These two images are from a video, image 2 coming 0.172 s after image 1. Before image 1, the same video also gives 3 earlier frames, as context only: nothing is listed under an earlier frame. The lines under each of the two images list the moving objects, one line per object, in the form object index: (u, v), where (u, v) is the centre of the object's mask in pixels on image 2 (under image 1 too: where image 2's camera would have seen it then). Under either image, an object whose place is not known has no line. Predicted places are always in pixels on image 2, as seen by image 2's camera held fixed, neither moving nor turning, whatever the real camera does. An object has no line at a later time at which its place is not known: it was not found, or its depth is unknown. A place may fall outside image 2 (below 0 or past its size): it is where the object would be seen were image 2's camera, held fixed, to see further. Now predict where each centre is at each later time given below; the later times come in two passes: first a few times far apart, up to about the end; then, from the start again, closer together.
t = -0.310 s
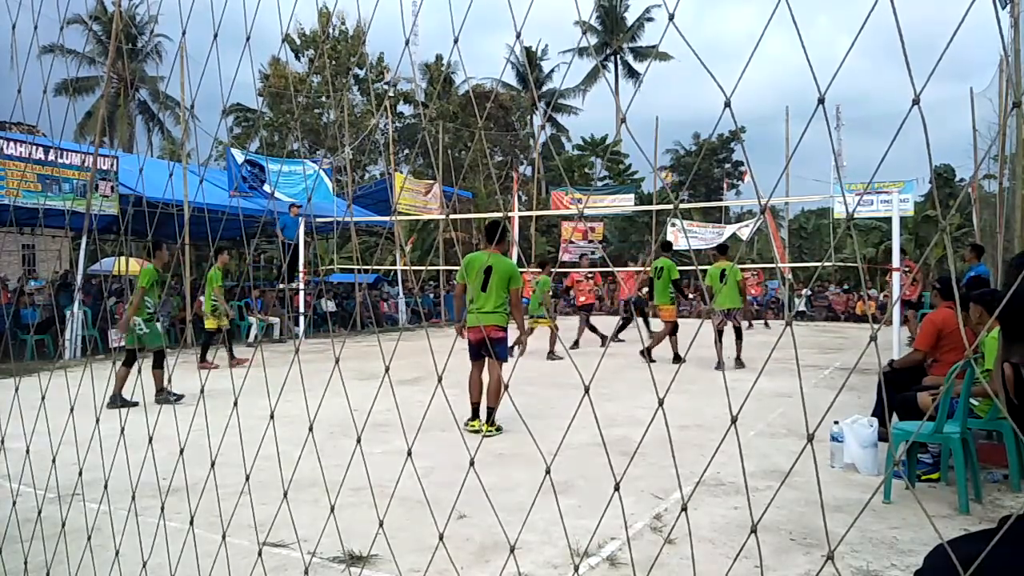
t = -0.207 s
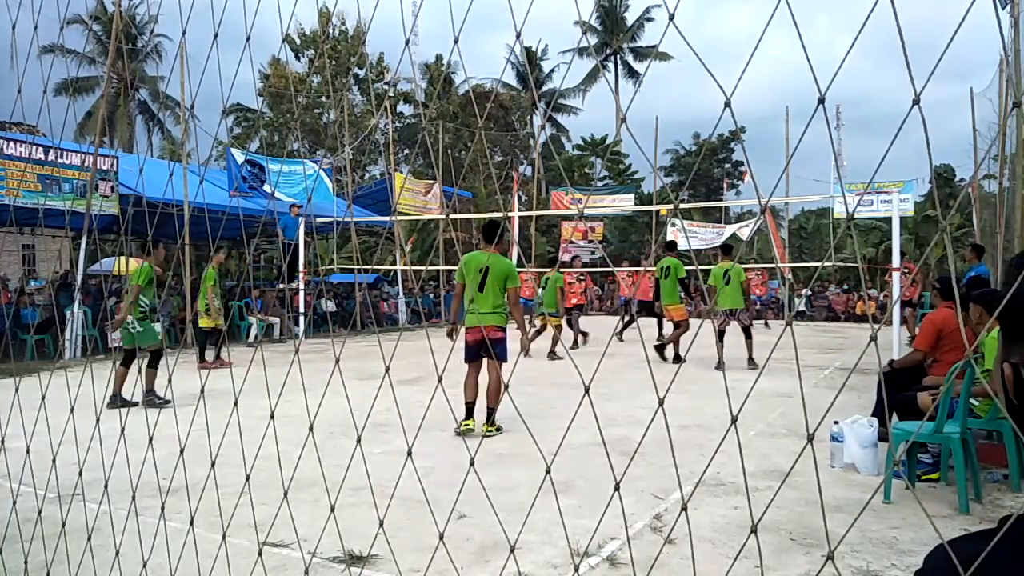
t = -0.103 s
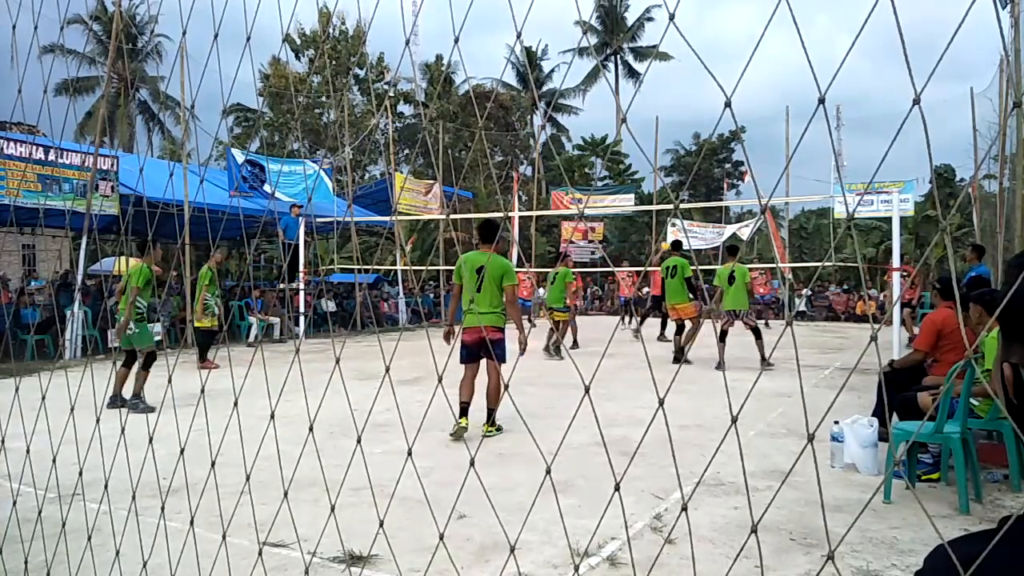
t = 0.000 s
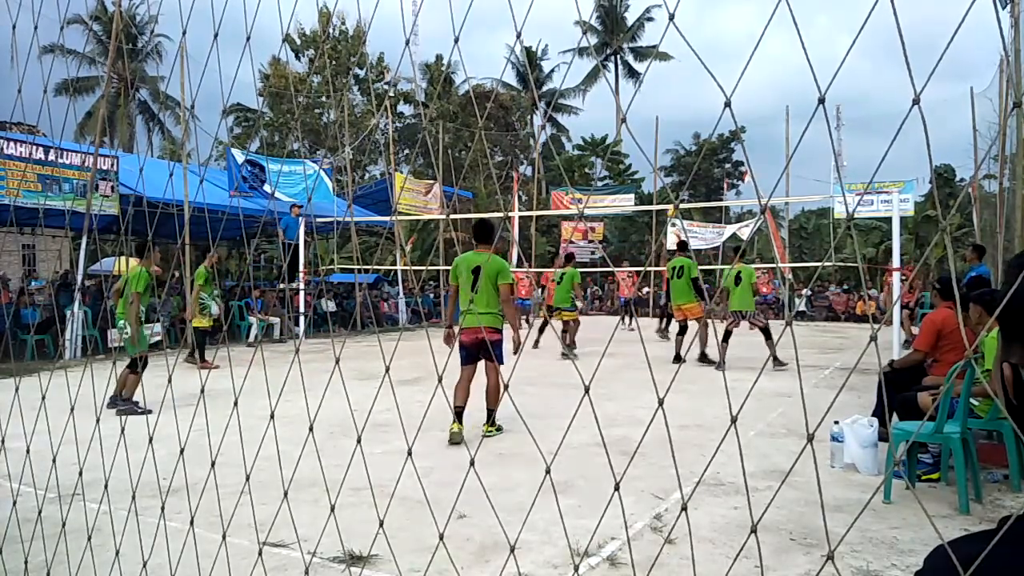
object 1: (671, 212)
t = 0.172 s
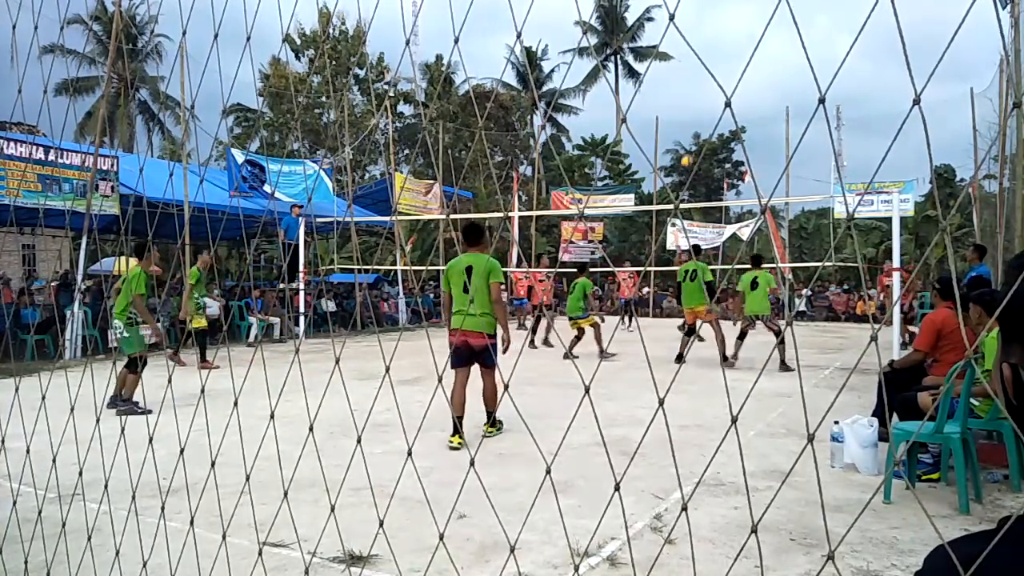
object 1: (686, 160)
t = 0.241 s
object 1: (692, 145)
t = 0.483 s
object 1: (712, 103)
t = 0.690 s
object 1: (731, 93)
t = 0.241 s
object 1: (692, 145)
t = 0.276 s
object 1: (696, 136)
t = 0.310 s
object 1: (698, 130)
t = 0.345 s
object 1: (701, 123)
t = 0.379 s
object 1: (704, 117)
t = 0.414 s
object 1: (707, 112)
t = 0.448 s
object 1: (710, 107)
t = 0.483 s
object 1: (712, 103)
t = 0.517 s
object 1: (715, 100)
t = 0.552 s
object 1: (718, 97)
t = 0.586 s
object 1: (721, 95)
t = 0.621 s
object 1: (725, 94)
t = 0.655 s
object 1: (728, 93)
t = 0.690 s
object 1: (731, 93)
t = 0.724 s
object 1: (734, 93)
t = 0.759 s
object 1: (738, 95)
